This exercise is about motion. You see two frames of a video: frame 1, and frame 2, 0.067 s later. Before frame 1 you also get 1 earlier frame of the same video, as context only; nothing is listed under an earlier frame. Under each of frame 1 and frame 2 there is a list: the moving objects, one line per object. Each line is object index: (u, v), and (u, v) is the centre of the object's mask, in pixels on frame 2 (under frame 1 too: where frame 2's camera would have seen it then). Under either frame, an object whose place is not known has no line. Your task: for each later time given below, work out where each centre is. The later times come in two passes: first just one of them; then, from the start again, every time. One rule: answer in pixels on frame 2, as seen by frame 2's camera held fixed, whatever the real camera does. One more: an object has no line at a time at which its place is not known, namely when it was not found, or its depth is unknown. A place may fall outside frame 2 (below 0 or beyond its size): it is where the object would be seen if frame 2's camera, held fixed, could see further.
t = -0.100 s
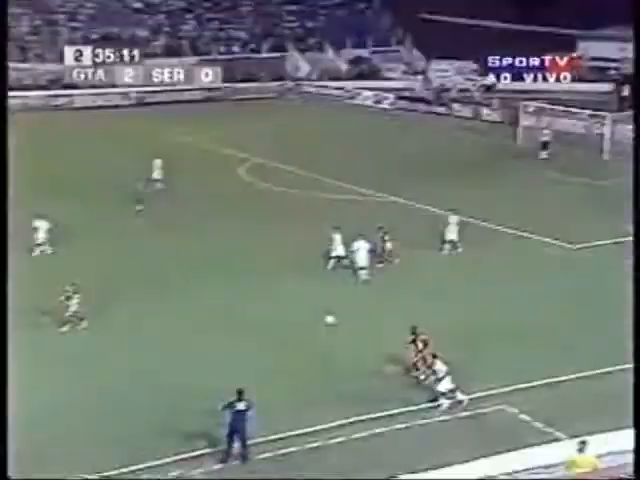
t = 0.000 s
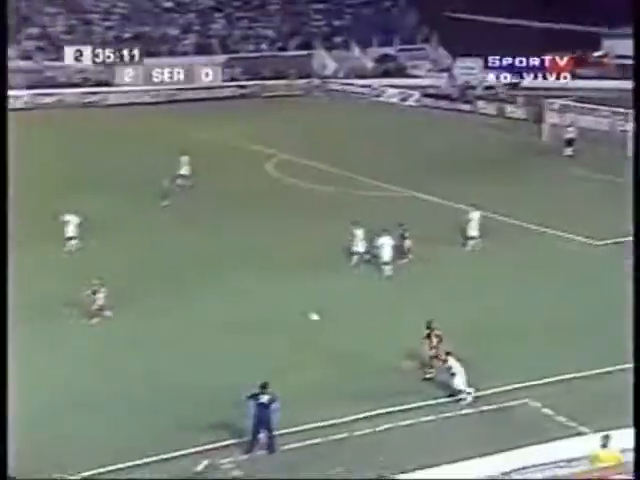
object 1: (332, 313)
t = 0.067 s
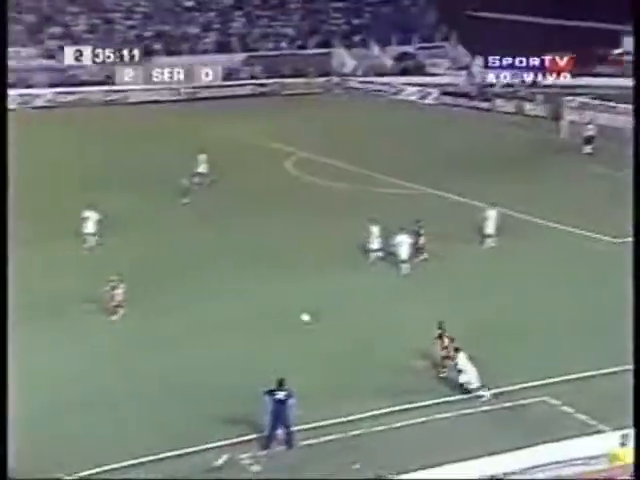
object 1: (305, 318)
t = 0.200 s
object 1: (252, 329)
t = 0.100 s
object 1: (291, 320)
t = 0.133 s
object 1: (278, 323)
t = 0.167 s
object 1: (265, 326)
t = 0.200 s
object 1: (252, 329)
